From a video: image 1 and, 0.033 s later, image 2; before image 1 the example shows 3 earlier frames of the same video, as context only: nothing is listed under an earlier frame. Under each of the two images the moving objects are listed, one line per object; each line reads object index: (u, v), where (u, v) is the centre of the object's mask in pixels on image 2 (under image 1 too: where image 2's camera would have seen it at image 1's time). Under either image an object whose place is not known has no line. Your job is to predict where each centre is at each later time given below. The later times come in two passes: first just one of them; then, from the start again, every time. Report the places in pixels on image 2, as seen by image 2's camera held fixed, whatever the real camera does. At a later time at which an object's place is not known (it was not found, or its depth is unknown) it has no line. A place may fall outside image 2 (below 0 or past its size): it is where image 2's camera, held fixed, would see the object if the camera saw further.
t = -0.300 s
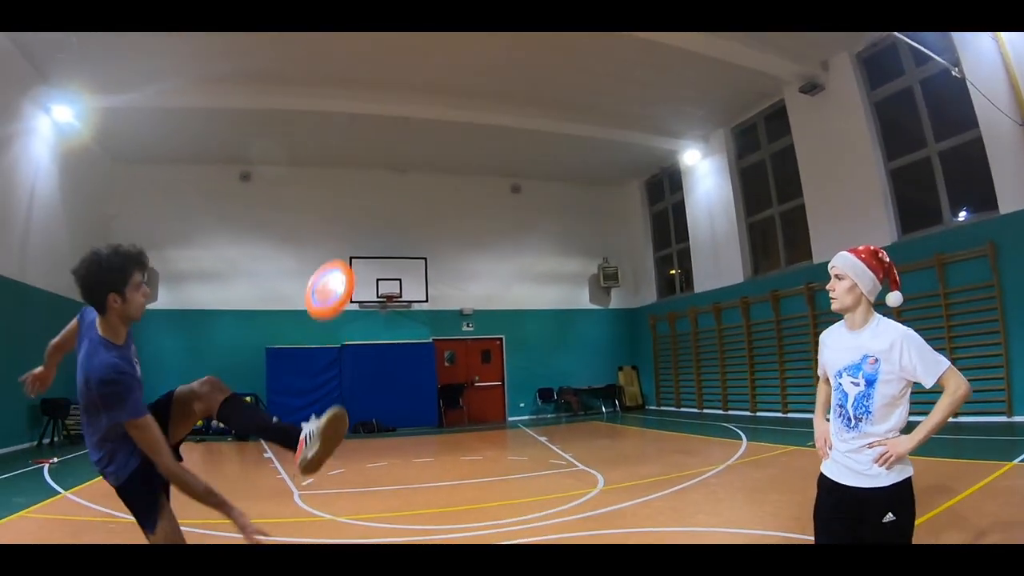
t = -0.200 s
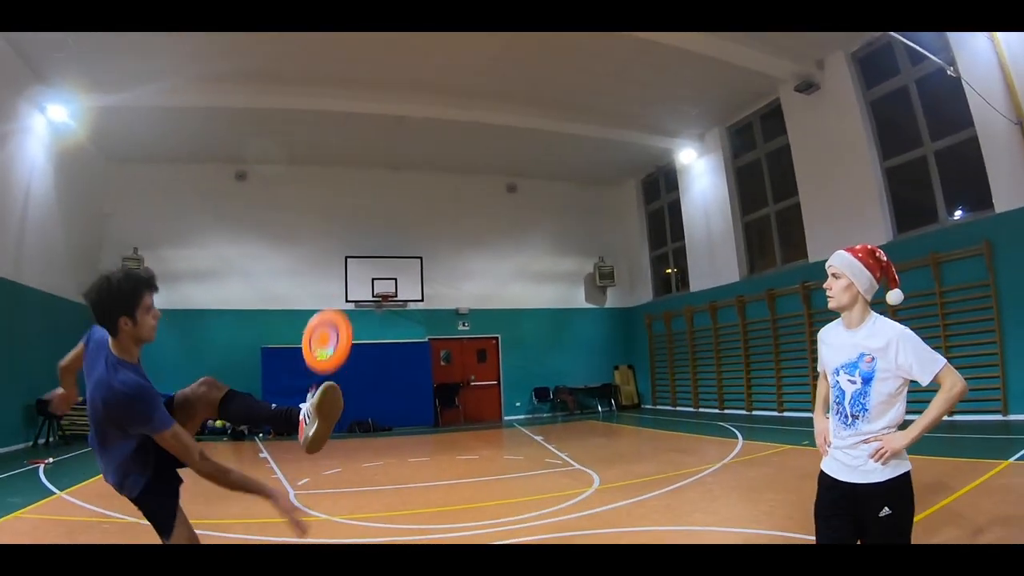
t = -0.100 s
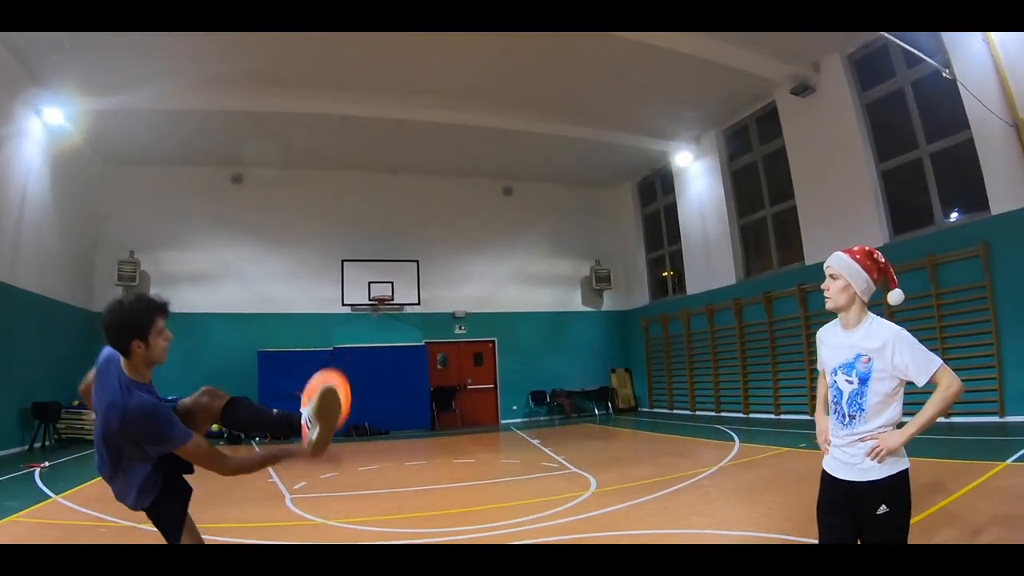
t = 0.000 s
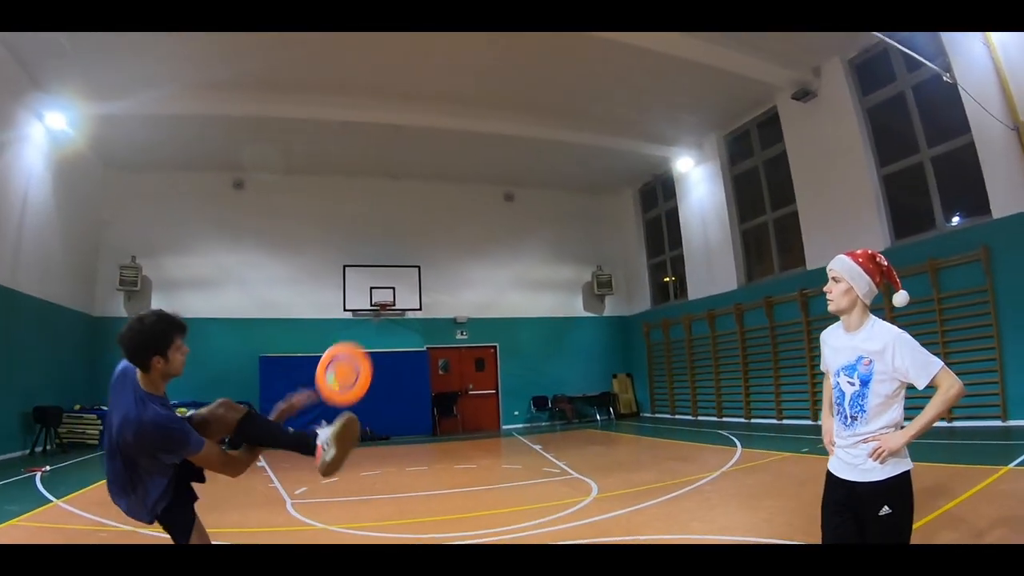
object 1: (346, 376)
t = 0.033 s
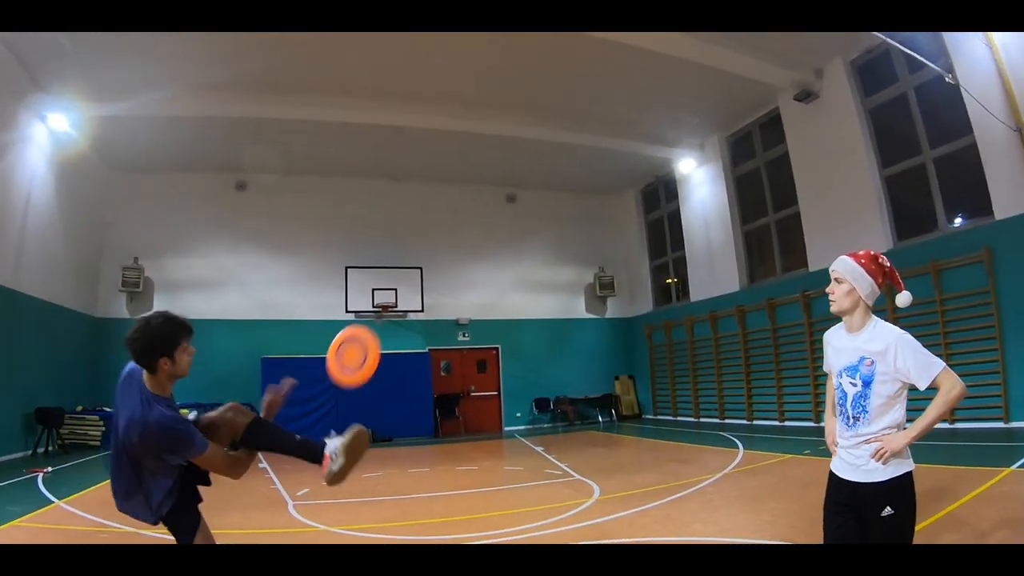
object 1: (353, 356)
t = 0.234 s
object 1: (401, 264)
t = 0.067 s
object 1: (361, 339)
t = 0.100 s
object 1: (367, 322)
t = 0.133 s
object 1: (377, 306)
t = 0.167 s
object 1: (386, 291)
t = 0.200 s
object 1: (394, 276)
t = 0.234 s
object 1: (401, 264)
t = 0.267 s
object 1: (406, 251)
